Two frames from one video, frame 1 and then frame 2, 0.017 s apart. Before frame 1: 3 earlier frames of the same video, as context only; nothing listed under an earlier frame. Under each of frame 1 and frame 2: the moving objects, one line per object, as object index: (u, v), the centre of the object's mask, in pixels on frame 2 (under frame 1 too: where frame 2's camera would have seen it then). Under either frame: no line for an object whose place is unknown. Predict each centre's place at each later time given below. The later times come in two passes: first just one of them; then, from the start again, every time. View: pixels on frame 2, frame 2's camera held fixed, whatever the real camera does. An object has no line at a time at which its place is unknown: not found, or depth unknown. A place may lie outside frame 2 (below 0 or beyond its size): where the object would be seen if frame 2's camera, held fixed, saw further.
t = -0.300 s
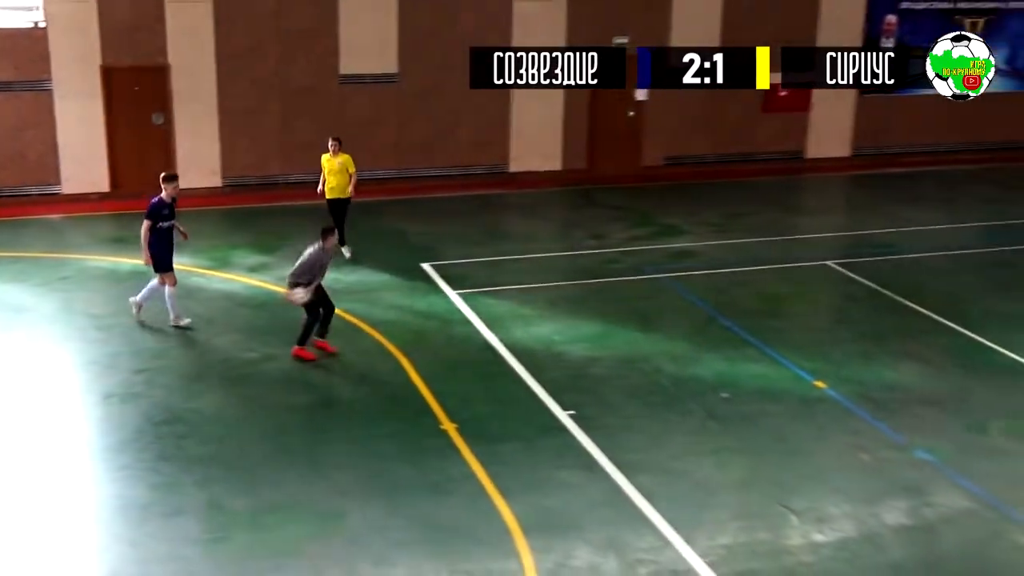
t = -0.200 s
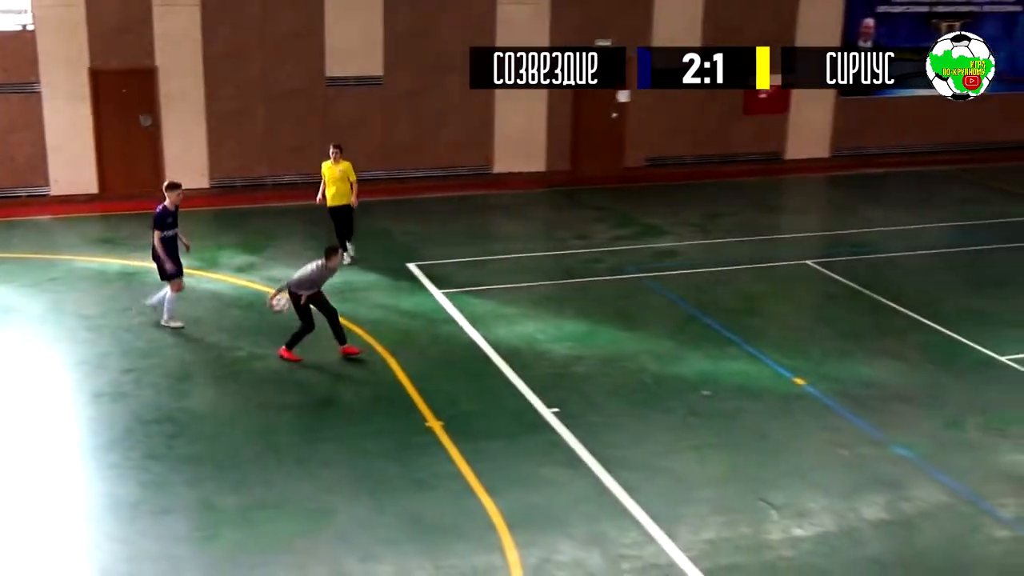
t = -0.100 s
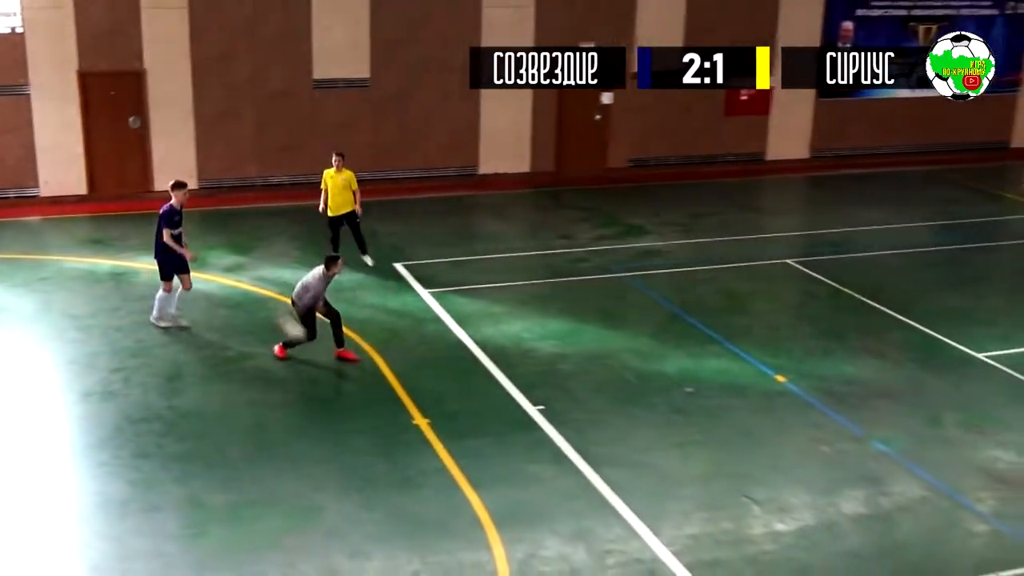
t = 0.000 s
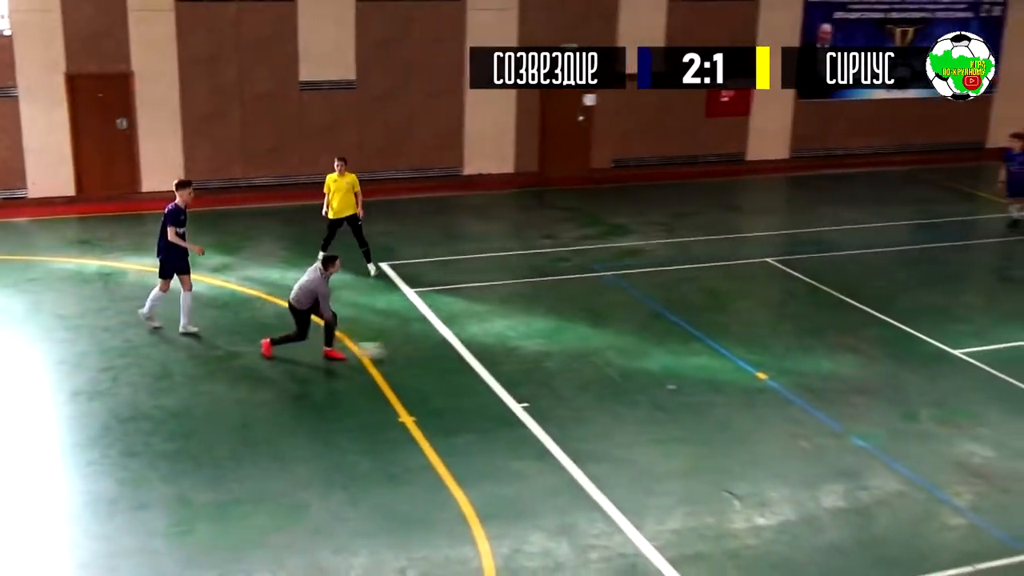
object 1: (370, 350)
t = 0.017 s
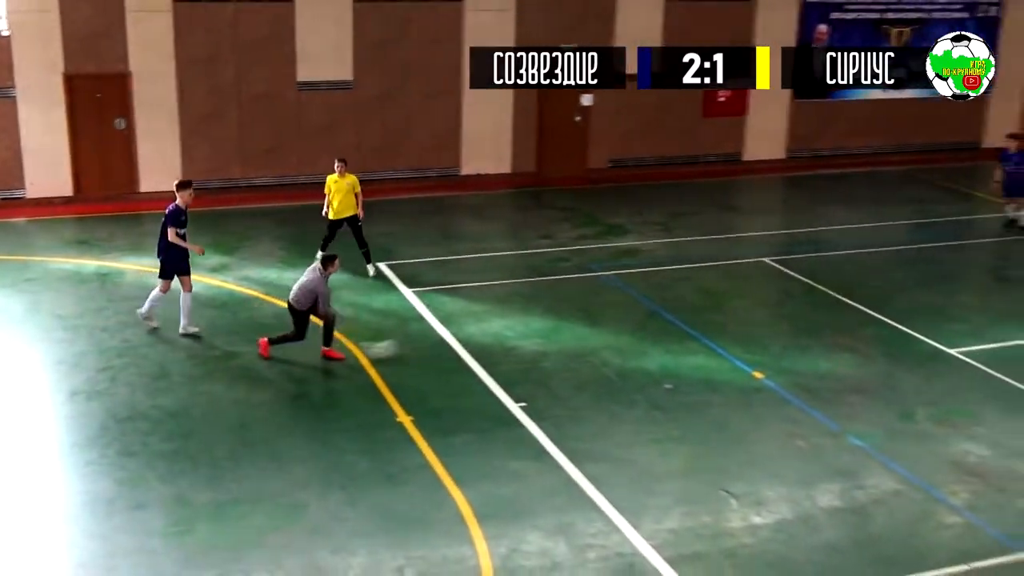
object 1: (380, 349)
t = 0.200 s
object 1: (530, 324)
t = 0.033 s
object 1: (395, 348)
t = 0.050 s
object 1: (407, 345)
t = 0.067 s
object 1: (422, 342)
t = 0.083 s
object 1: (436, 339)
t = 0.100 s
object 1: (454, 336)
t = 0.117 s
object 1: (465, 333)
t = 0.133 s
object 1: (474, 331)
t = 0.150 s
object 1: (489, 327)
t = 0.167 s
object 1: (502, 326)
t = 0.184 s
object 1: (517, 325)
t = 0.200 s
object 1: (530, 324)
